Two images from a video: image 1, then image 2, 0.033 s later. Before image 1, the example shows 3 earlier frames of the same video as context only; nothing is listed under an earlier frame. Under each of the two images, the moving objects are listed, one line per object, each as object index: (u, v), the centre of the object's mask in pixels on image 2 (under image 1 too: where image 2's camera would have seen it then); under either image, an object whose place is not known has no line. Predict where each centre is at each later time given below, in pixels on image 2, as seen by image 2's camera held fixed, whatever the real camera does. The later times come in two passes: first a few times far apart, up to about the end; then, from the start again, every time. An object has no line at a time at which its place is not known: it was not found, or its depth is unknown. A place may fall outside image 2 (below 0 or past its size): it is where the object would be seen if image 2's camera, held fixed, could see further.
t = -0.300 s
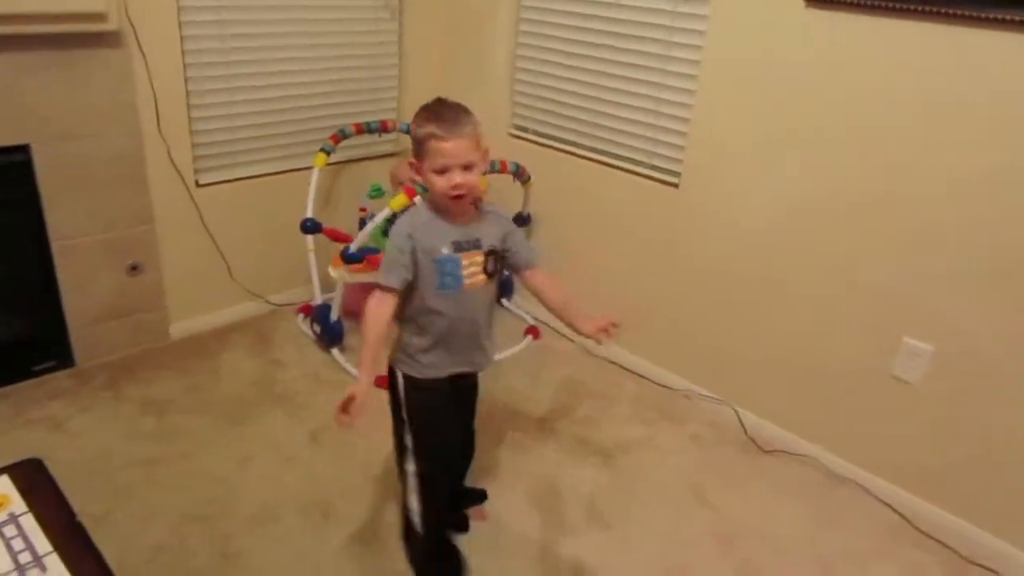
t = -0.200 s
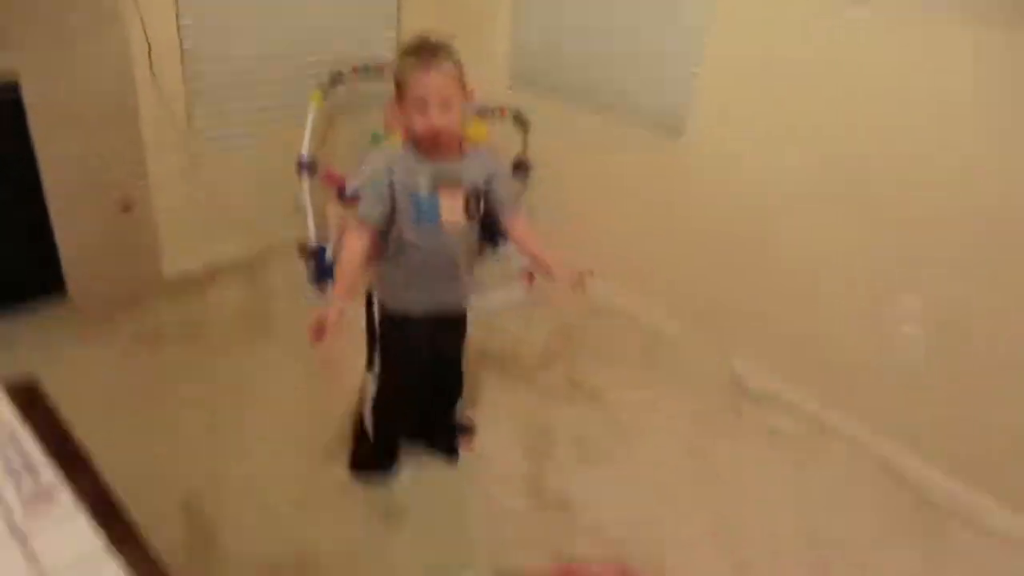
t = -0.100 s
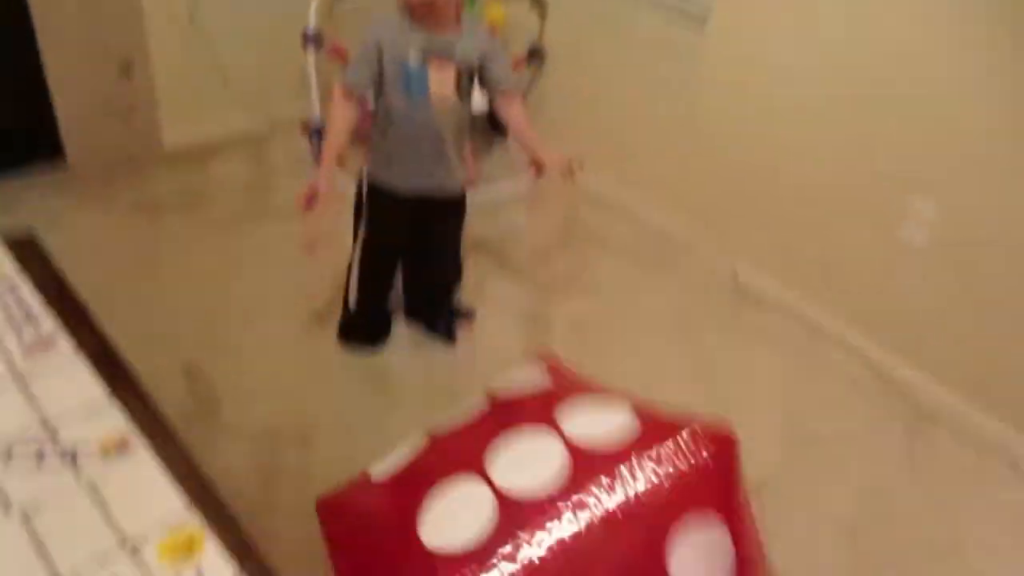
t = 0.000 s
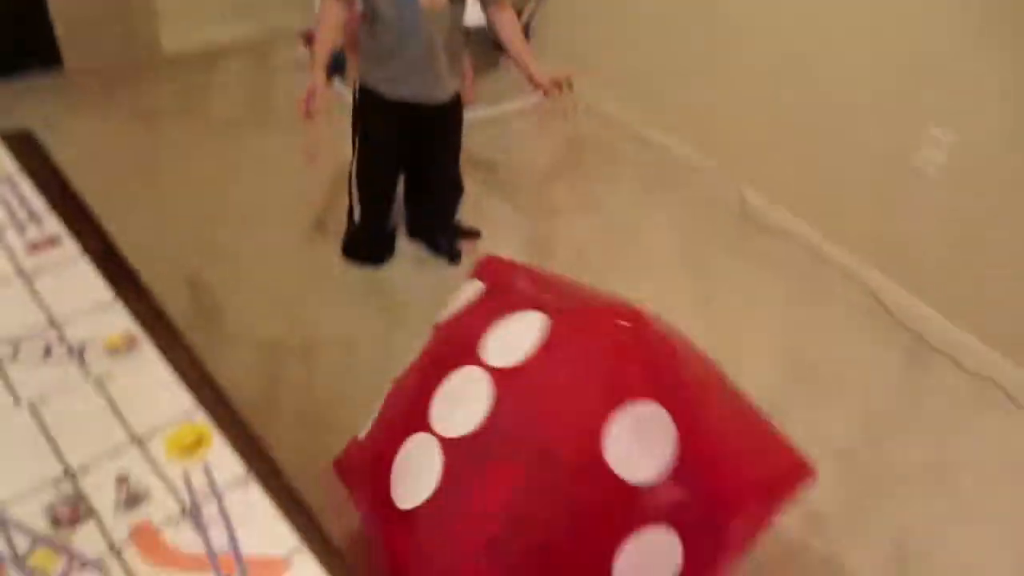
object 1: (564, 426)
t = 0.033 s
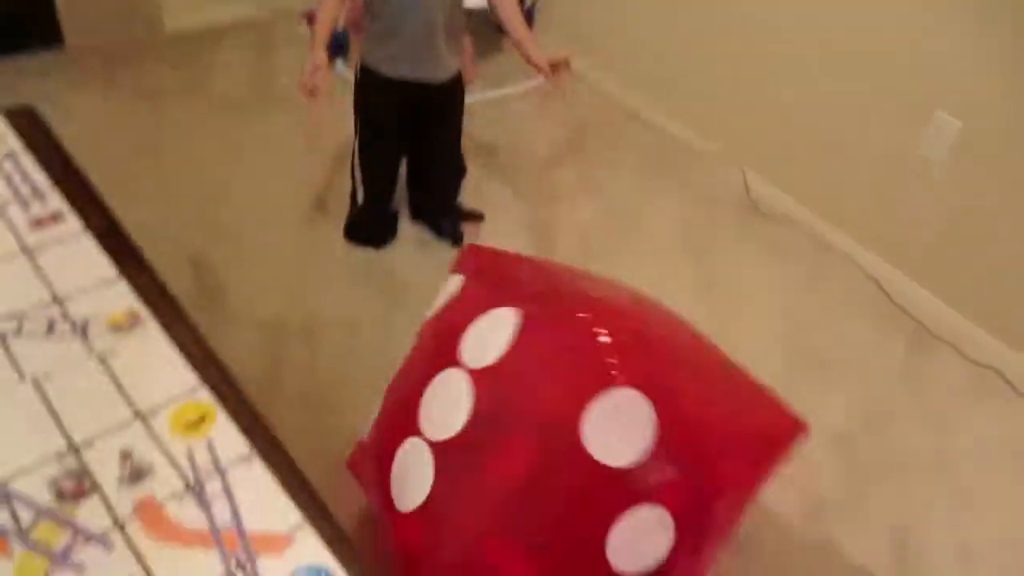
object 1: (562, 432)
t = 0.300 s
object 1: (539, 439)
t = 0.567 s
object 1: (534, 442)
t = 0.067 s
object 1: (560, 439)
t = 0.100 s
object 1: (556, 448)
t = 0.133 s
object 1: (552, 458)
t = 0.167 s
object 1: (546, 462)
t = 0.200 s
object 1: (545, 454)
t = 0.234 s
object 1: (542, 448)
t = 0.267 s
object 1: (540, 443)
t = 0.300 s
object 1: (539, 439)
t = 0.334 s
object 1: (535, 438)
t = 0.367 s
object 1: (530, 440)
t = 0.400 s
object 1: (525, 442)
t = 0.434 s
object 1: (523, 443)
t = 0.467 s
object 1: (525, 443)
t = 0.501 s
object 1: (528, 441)
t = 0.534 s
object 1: (532, 441)
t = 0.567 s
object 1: (534, 442)
